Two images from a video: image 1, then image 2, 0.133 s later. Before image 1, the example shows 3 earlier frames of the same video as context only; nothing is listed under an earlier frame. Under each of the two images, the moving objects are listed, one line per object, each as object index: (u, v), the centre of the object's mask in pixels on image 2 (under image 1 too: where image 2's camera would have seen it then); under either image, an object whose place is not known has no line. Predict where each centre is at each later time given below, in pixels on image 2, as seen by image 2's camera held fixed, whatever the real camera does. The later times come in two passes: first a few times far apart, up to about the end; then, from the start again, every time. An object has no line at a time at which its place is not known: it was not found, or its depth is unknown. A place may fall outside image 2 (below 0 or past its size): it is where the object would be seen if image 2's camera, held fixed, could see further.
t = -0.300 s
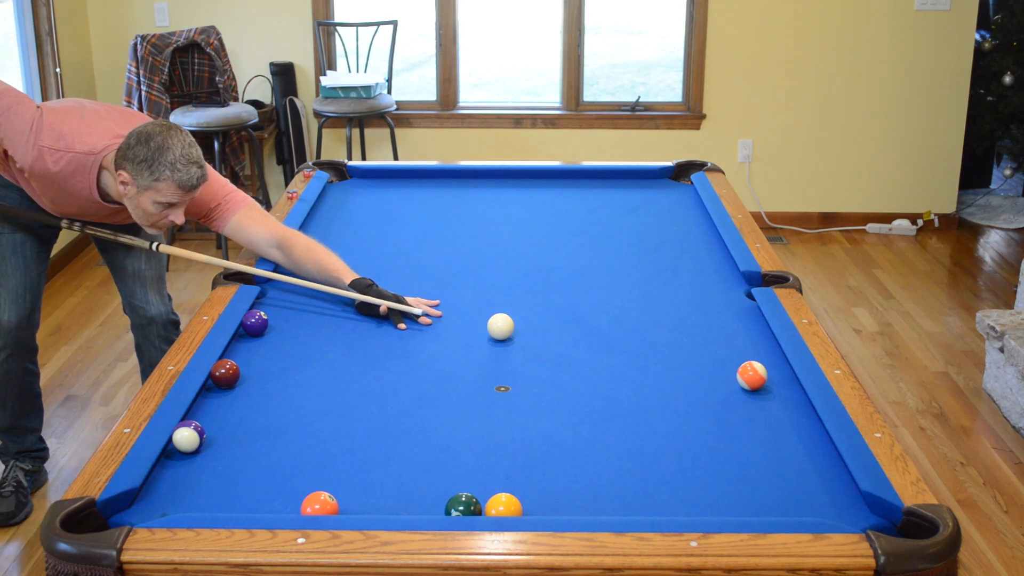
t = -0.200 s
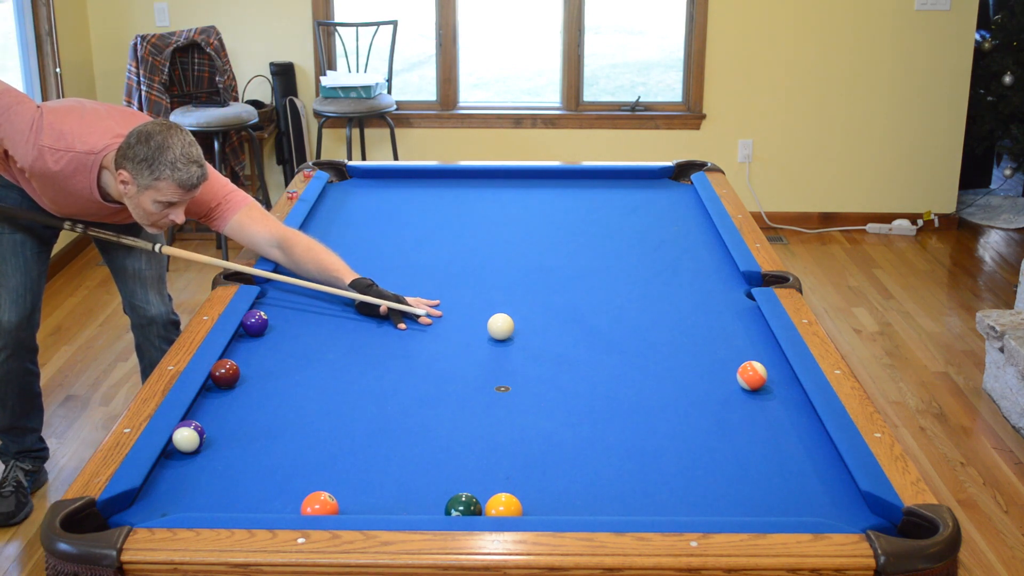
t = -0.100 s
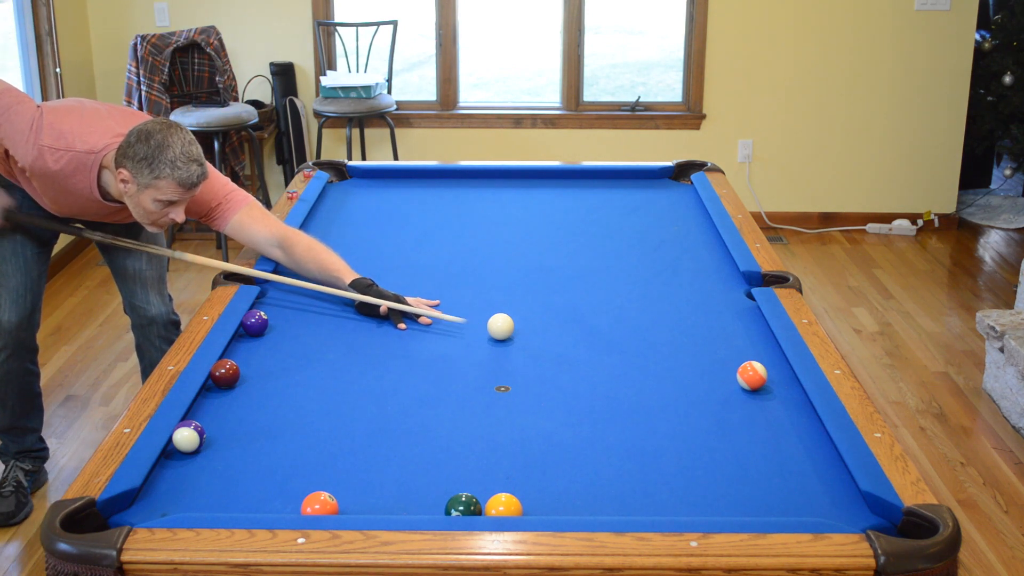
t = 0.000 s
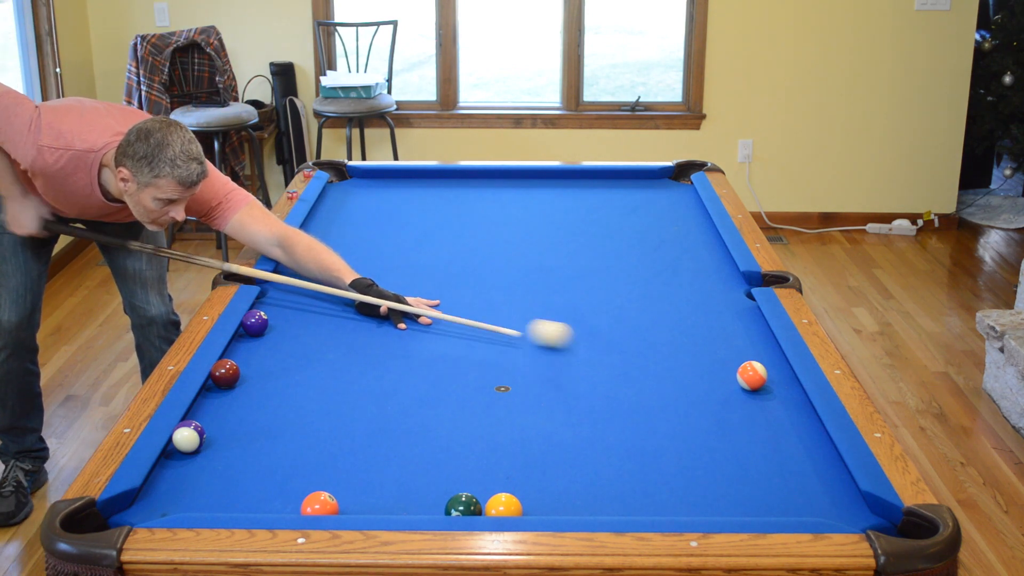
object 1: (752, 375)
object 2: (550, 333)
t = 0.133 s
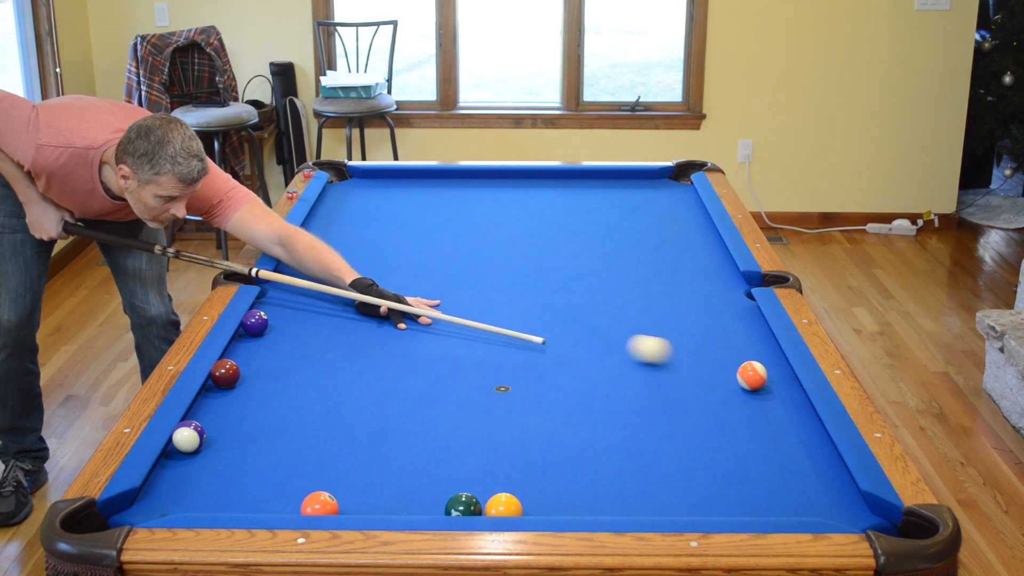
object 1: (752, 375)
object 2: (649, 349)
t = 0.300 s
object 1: (757, 380)
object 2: (754, 359)
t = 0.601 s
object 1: (801, 415)
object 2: (706, 375)
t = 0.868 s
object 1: (806, 444)
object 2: (644, 389)
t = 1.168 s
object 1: (811, 477)
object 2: (575, 405)
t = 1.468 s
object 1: (817, 506)
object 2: (504, 420)
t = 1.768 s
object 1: (832, 503)
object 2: (436, 435)
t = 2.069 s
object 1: (843, 494)
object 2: (368, 449)
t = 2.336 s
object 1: (832, 490)
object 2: (309, 461)
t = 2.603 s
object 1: (825, 487)
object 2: (253, 474)
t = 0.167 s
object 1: (752, 375)
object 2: (672, 352)
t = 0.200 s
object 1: (752, 375)
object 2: (694, 356)
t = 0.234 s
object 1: (752, 375)
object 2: (716, 359)
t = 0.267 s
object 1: (752, 376)
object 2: (733, 360)
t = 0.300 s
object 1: (757, 380)
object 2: (754, 359)
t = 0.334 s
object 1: (763, 384)
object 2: (771, 360)
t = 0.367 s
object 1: (768, 389)
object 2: (768, 362)
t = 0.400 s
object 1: (772, 392)
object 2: (756, 365)
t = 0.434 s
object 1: (777, 395)
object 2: (746, 367)
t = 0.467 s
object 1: (782, 399)
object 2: (737, 369)
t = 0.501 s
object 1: (787, 403)
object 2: (728, 370)
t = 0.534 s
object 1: (791, 407)
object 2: (721, 372)
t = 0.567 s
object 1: (796, 411)
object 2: (713, 374)
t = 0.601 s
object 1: (801, 415)
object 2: (706, 375)
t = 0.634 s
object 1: (804, 419)
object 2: (698, 377)
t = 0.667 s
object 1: (804, 422)
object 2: (690, 379)
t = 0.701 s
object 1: (804, 426)
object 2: (682, 381)
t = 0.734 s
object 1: (805, 429)
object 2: (675, 382)
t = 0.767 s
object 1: (805, 433)
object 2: (667, 384)
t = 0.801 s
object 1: (806, 436)
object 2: (659, 386)
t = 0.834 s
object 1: (806, 440)
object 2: (652, 387)
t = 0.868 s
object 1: (806, 444)
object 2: (644, 389)
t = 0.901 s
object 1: (807, 447)
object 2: (636, 391)
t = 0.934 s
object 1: (807, 451)
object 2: (629, 393)
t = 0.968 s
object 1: (808, 455)
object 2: (621, 394)
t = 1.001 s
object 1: (808, 458)
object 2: (613, 396)
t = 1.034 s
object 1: (809, 462)
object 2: (605, 398)
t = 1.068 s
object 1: (809, 465)
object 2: (598, 400)
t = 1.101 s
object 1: (810, 469)
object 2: (590, 401)
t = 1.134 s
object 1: (811, 473)
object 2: (582, 403)
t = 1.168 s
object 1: (811, 477)
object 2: (575, 405)
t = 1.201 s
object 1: (812, 480)
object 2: (567, 406)
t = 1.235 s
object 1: (813, 484)
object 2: (559, 408)
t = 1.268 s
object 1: (813, 487)
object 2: (551, 410)
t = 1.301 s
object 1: (814, 491)
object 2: (543, 411)
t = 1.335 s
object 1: (814, 495)
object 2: (535, 413)
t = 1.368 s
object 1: (815, 499)
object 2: (528, 415)
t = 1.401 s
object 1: (816, 501)
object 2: (520, 416)
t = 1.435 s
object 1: (817, 504)
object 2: (512, 418)
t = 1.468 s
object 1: (817, 506)
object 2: (504, 420)
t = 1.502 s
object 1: (818, 508)
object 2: (497, 421)
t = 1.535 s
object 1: (820, 509)
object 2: (489, 423)
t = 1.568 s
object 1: (822, 508)
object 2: (482, 425)
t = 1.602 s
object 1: (824, 507)
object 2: (474, 426)
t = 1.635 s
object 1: (825, 507)
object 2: (466, 428)
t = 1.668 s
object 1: (827, 506)
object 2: (459, 430)
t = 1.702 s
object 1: (829, 505)
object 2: (451, 431)
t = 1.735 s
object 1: (831, 504)
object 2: (443, 433)
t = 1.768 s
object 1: (832, 503)
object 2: (436, 435)
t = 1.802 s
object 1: (834, 502)
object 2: (428, 436)
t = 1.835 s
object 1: (835, 501)
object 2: (420, 438)
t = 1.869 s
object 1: (837, 500)
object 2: (413, 439)
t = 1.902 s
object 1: (839, 499)
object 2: (405, 441)
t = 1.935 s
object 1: (840, 497)
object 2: (398, 443)
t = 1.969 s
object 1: (842, 496)
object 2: (390, 444)
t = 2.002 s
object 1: (843, 495)
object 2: (383, 446)
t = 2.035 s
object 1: (844, 494)
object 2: (375, 448)
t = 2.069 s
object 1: (843, 494)
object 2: (368, 449)
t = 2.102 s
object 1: (841, 493)
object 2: (360, 451)
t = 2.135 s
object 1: (840, 492)
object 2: (353, 452)
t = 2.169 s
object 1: (838, 492)
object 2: (345, 454)
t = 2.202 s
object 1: (837, 491)
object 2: (338, 455)
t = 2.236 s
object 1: (836, 491)
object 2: (331, 457)
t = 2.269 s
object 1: (834, 491)
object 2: (323, 458)
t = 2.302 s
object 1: (833, 490)
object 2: (316, 460)
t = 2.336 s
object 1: (832, 490)
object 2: (309, 461)
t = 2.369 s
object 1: (831, 490)
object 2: (302, 463)
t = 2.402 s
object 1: (830, 489)
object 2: (294, 465)
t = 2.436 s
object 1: (829, 489)
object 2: (287, 466)
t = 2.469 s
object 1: (828, 488)
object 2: (280, 468)
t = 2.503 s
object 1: (828, 488)
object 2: (273, 469)
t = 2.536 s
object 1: (827, 488)
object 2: (266, 471)
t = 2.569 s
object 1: (826, 487)
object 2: (259, 472)
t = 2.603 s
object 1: (825, 487)
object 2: (253, 474)
